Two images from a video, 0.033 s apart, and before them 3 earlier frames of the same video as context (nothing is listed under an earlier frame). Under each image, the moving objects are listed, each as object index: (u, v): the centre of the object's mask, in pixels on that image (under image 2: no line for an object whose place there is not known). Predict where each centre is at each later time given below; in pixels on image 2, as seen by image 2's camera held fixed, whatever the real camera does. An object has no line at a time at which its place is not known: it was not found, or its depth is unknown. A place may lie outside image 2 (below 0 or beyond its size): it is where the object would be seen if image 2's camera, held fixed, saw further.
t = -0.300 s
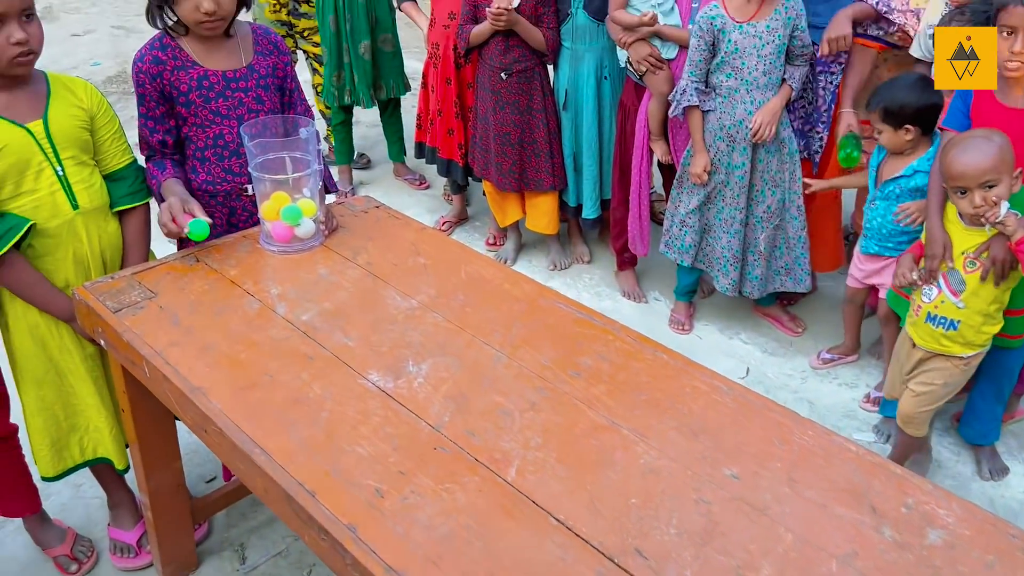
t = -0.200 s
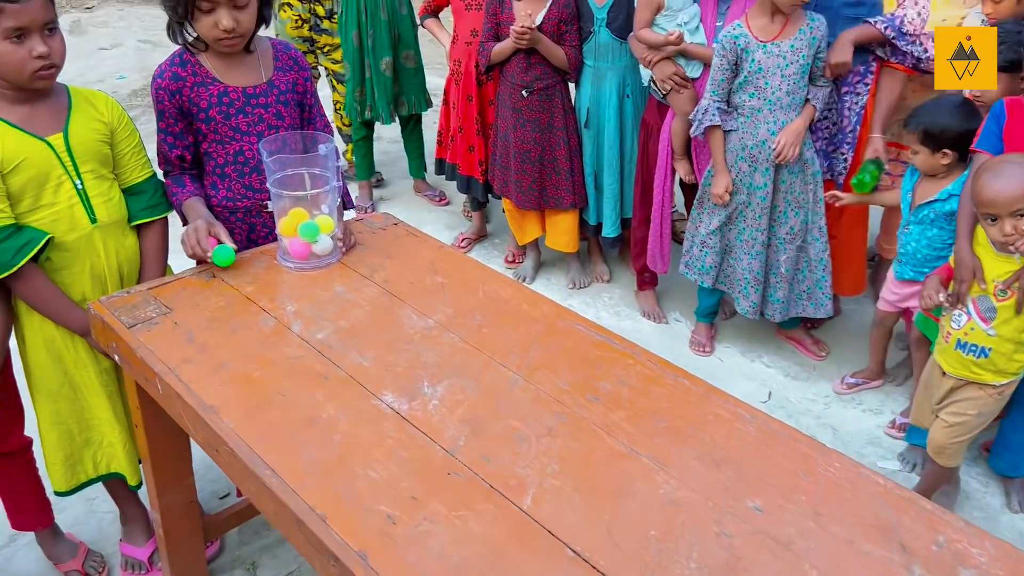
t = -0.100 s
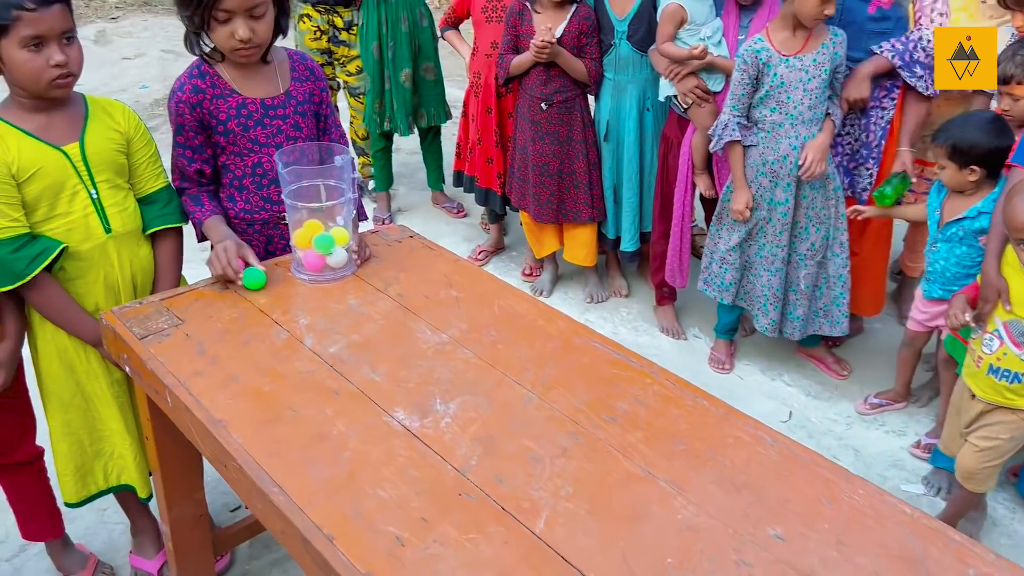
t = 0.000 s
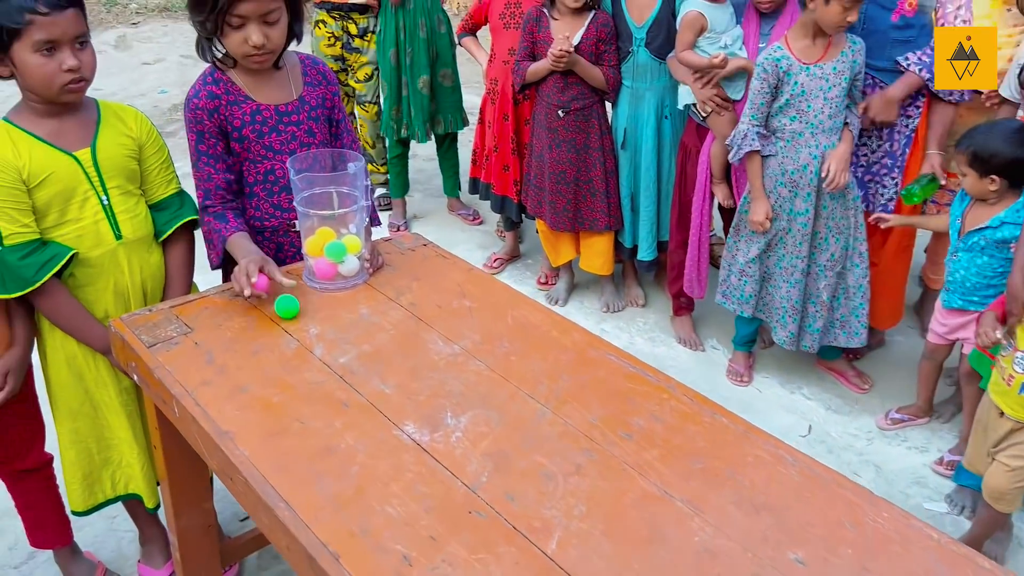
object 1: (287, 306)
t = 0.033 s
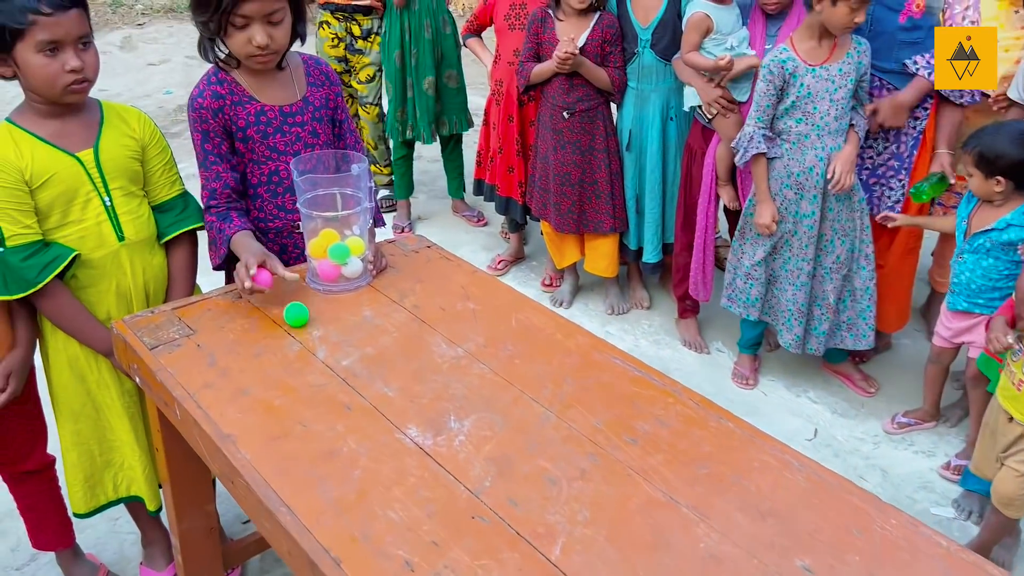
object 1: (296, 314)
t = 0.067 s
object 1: (301, 319)
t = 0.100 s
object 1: (306, 325)
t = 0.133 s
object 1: (311, 330)
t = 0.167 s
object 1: (317, 335)
